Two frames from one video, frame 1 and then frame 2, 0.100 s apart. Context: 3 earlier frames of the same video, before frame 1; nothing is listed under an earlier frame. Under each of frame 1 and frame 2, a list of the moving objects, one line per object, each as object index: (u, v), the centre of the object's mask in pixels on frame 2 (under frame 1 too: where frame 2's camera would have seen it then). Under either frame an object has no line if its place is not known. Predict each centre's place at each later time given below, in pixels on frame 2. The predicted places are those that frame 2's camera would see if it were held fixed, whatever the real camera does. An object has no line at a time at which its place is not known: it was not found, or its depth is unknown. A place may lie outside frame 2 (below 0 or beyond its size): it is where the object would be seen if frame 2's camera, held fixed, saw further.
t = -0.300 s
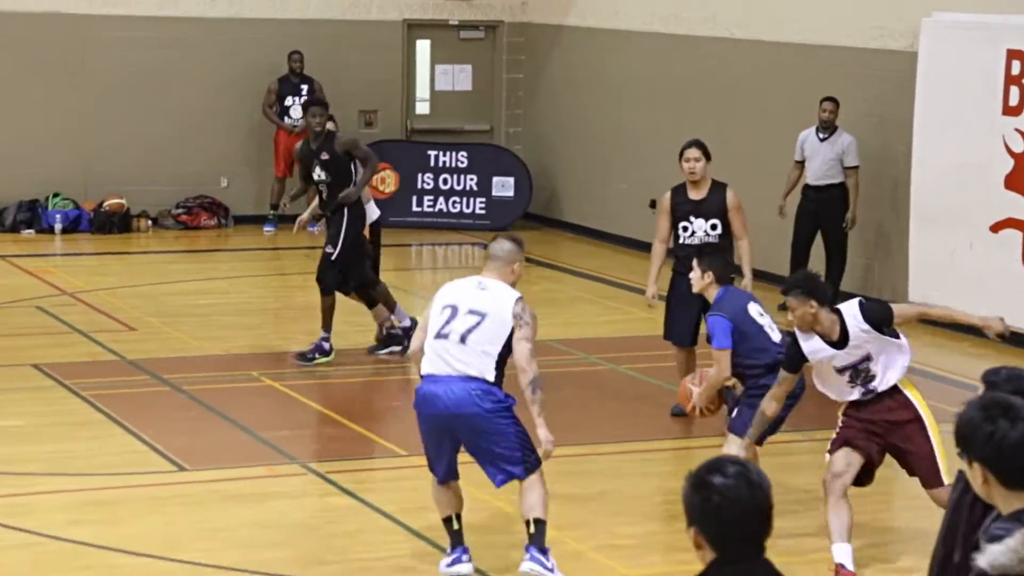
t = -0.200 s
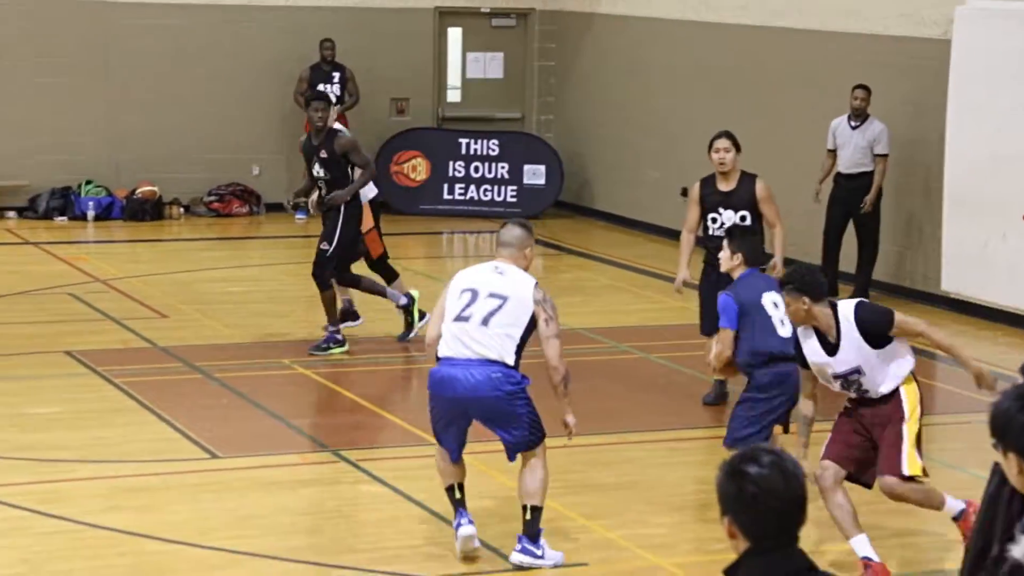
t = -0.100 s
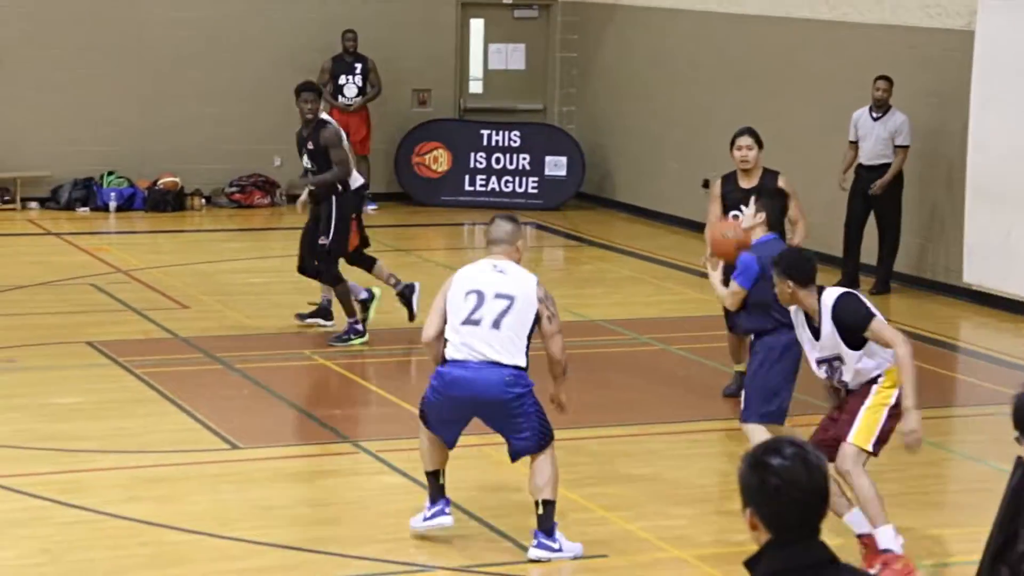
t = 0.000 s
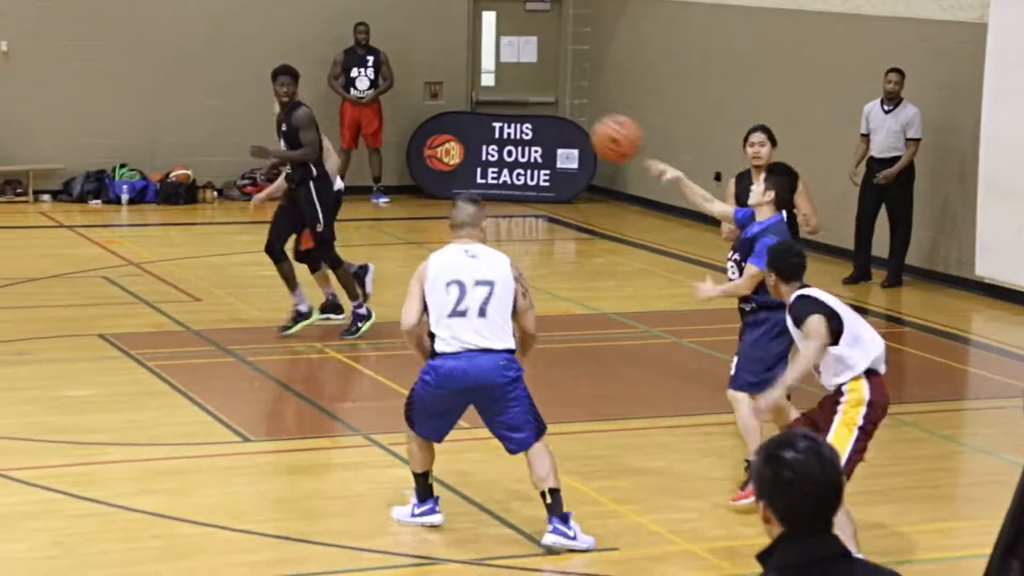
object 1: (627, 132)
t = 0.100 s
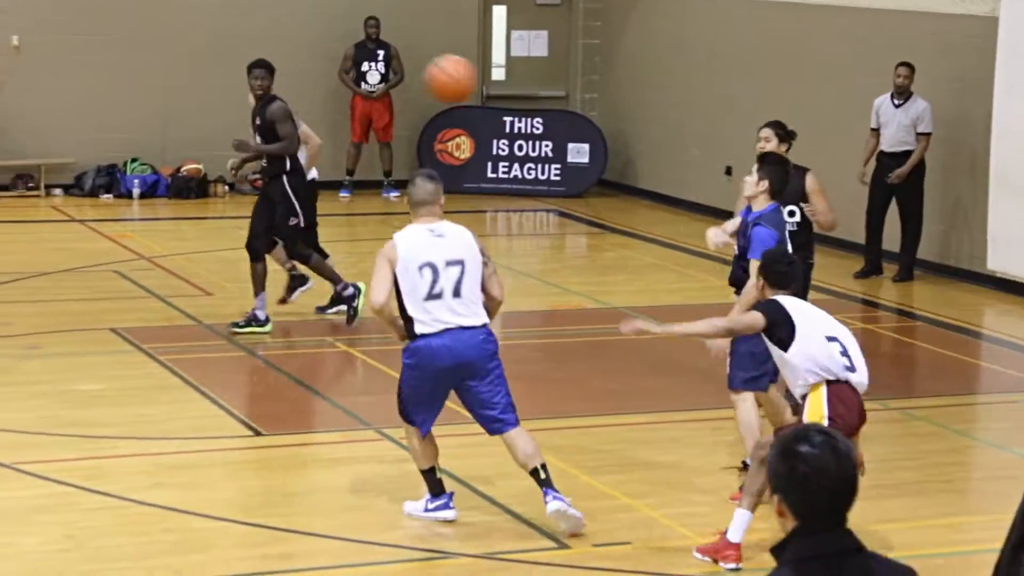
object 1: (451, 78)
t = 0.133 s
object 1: (388, 64)
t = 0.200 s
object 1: (253, 38)
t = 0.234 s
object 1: (179, 28)
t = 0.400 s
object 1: (-236, -4)
